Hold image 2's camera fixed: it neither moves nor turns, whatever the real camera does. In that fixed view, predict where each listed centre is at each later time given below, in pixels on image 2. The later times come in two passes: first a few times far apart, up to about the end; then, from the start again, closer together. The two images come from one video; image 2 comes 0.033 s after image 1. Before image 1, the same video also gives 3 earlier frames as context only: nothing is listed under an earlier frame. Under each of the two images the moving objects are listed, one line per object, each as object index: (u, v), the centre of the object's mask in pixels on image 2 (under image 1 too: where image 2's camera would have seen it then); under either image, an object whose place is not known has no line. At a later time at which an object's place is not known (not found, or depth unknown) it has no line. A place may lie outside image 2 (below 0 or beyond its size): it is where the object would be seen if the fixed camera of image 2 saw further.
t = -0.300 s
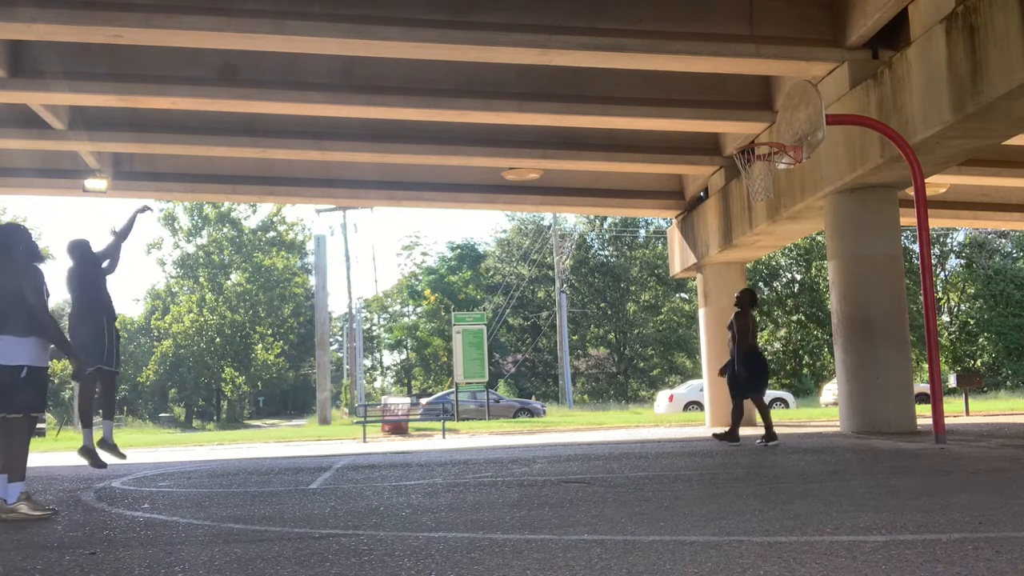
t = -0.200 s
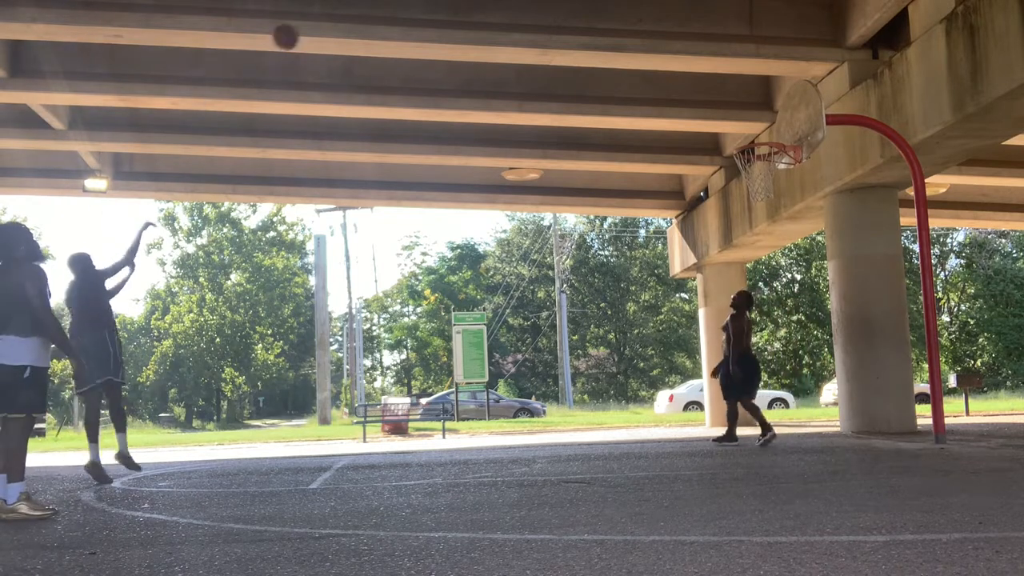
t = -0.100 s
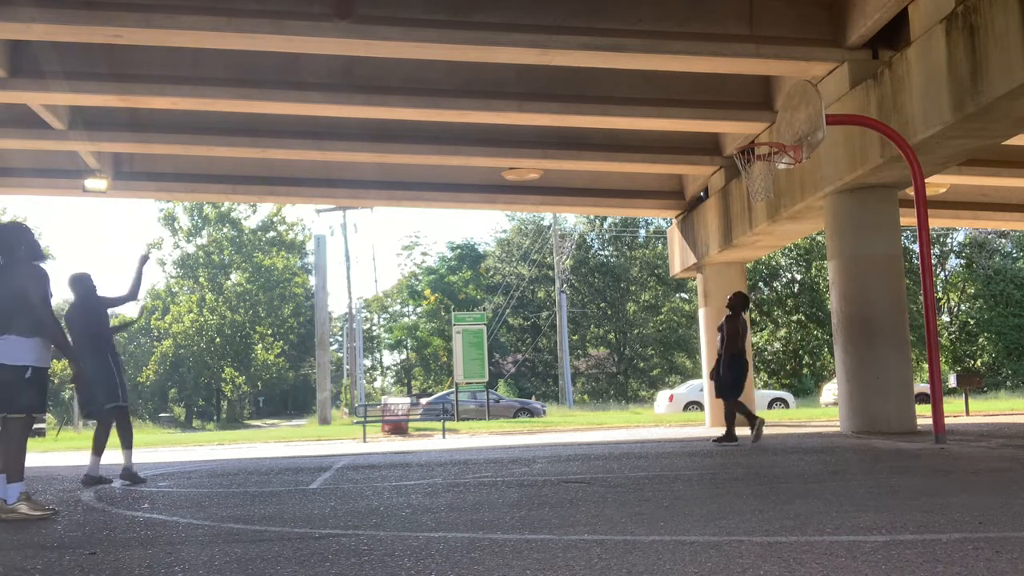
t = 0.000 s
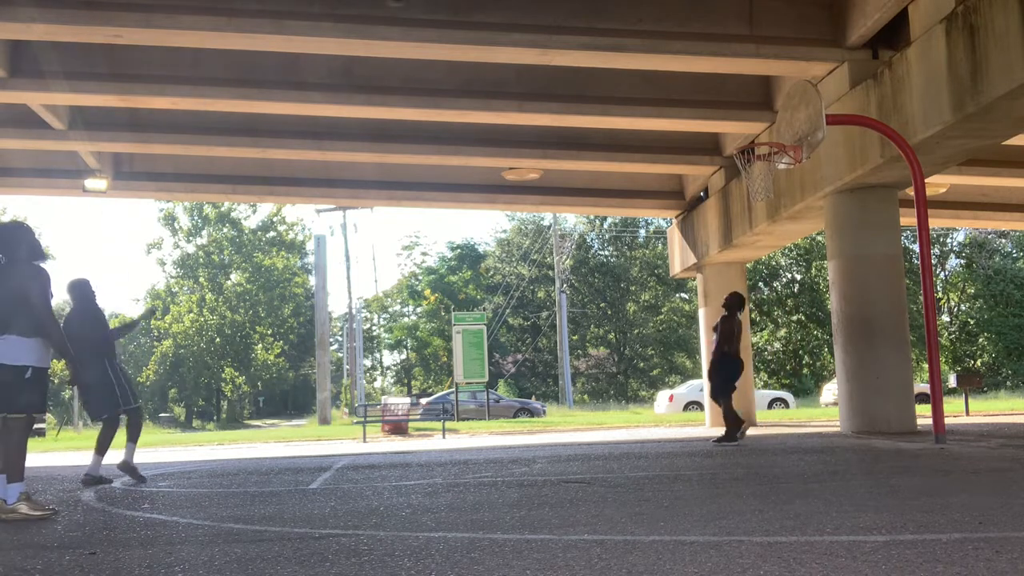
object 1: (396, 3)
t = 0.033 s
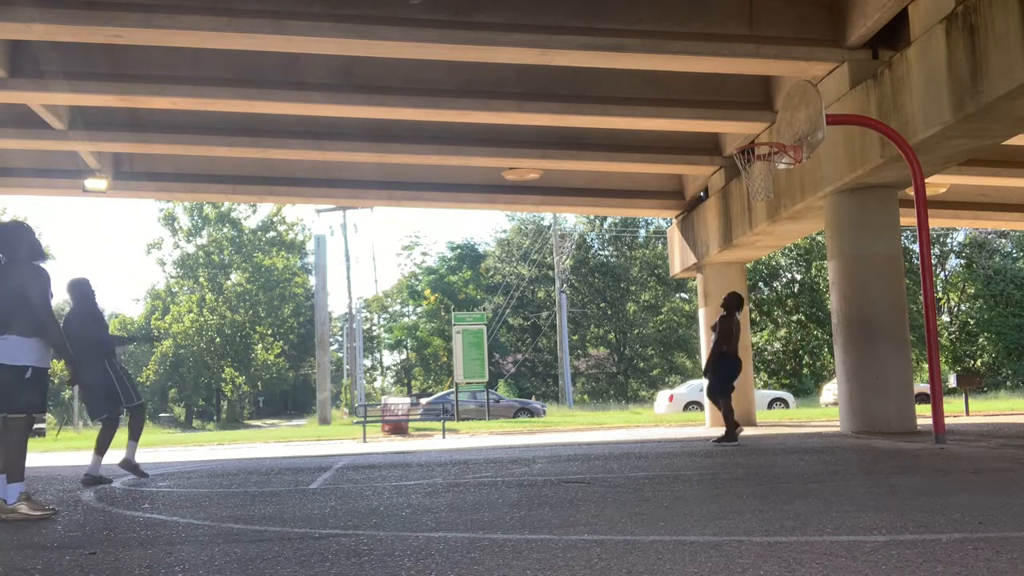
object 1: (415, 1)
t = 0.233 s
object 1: (518, 2)
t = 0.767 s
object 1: (770, 171)
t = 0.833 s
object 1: (763, 199)
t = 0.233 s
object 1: (518, 2)
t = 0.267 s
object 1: (536, 4)
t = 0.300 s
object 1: (553, 6)
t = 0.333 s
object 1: (570, 8)
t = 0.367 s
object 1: (588, 11)
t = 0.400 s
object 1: (606, 21)
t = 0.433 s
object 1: (622, 28)
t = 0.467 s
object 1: (640, 39)
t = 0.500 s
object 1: (656, 50)
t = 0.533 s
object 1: (673, 62)
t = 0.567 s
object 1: (690, 76)
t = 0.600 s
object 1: (708, 90)
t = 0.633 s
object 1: (725, 103)
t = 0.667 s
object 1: (741, 121)
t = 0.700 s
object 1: (759, 135)
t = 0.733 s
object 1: (773, 156)
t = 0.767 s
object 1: (770, 171)
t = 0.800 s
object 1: (766, 186)
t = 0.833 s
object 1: (763, 199)
